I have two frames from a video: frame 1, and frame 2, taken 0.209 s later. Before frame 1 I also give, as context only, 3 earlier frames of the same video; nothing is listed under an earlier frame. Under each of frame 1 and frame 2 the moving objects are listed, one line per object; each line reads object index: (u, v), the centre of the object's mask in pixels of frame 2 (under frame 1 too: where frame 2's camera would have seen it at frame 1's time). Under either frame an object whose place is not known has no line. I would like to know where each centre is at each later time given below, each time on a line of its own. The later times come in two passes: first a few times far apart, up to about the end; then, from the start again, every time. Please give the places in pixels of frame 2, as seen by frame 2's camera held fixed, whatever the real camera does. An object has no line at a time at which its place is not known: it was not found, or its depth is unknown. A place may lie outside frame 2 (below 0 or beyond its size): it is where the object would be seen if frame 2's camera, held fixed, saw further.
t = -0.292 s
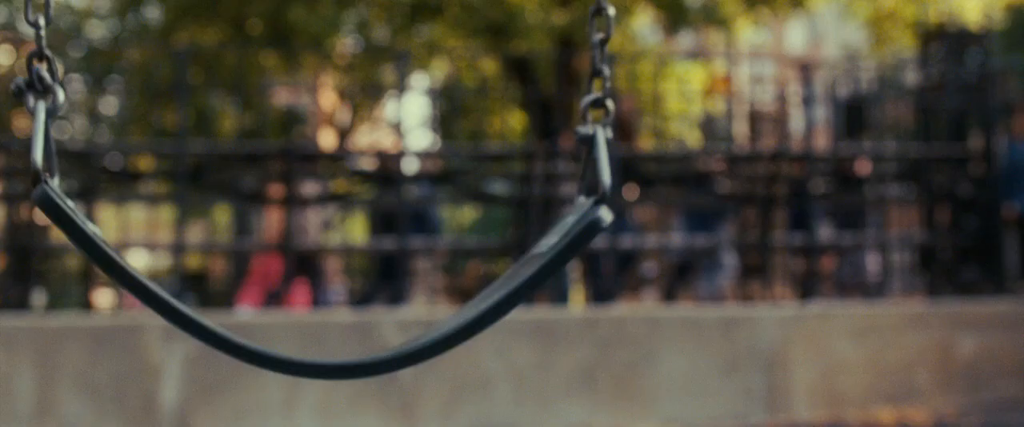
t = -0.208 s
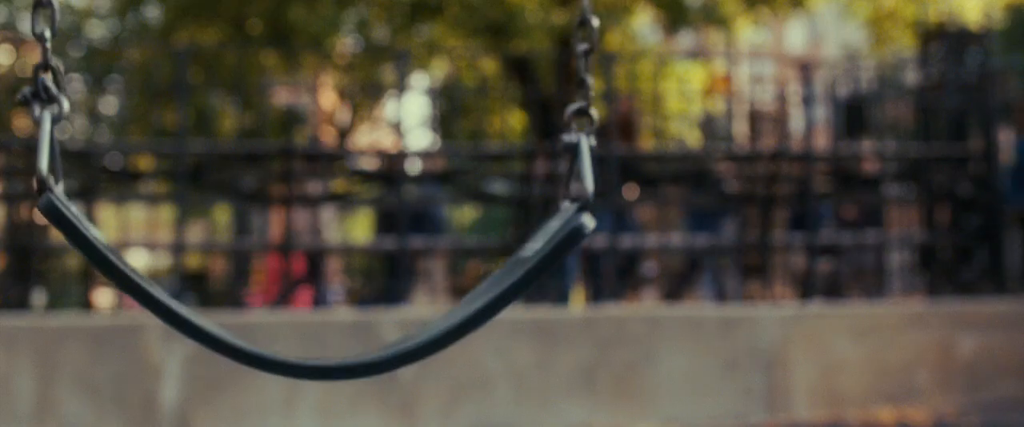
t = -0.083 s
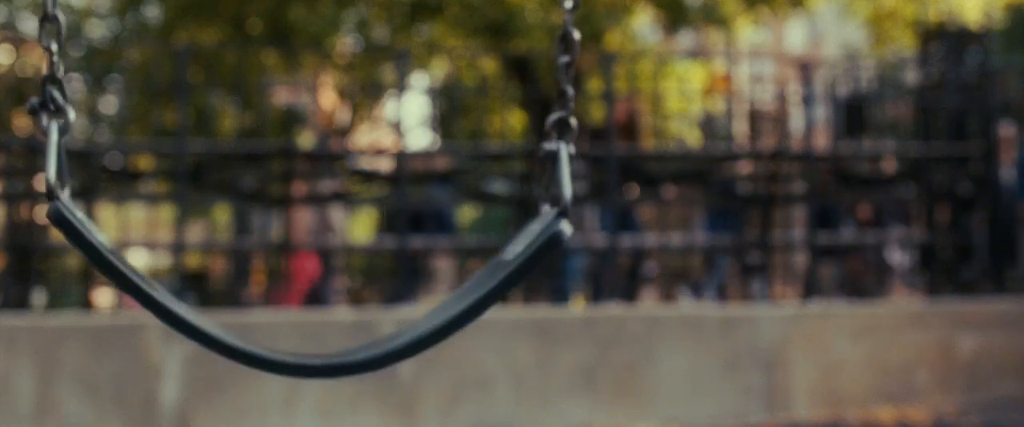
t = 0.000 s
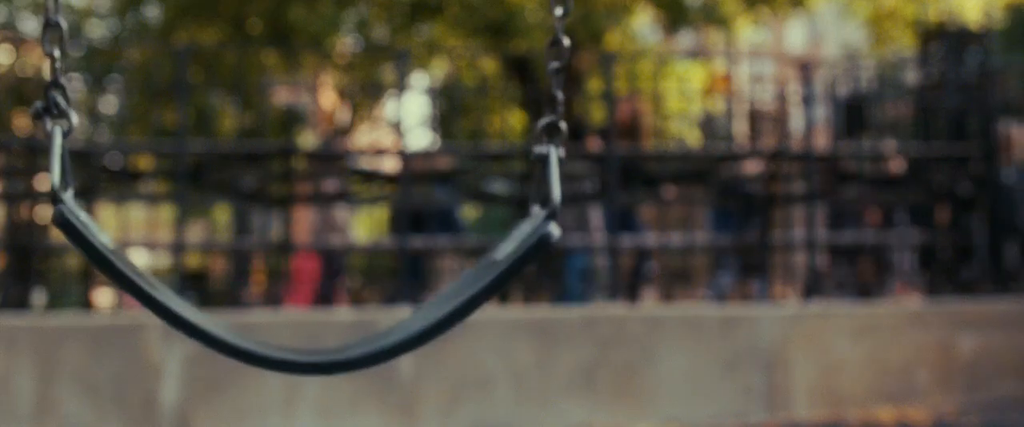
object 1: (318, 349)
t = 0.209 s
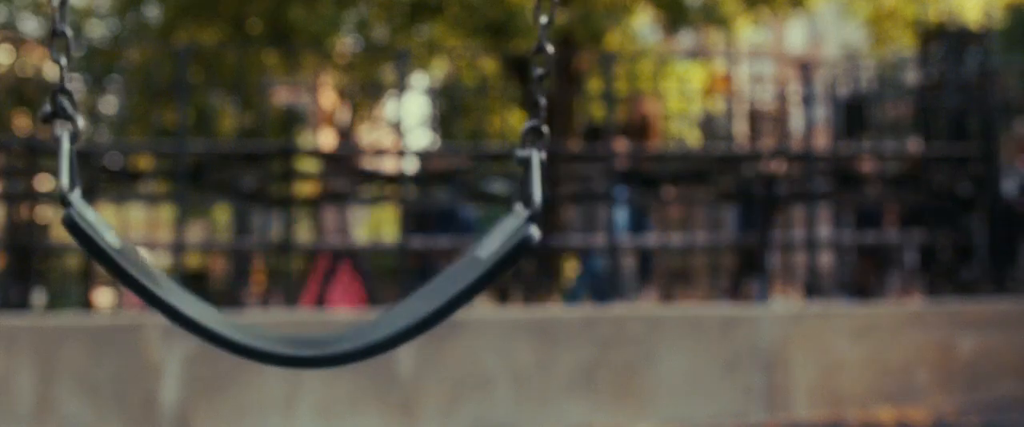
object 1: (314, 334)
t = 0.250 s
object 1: (306, 333)
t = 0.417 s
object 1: (305, 329)
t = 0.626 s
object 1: (308, 338)
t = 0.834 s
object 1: (343, 351)
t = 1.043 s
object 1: (353, 357)
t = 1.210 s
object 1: (340, 350)
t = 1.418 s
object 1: (311, 325)
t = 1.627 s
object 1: (297, 302)
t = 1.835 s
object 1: (299, 320)
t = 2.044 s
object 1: (326, 351)
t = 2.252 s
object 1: (355, 357)
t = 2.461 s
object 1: (332, 353)
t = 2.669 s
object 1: (313, 339)
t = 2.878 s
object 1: (302, 331)
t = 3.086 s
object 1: (320, 337)
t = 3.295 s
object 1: (332, 352)
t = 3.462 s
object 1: (355, 359)
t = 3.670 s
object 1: (361, 353)
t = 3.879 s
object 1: (345, 335)
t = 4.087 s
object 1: (296, 310)
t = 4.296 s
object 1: (302, 320)
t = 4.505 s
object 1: (340, 346)
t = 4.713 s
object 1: (347, 358)
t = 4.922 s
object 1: (327, 355)
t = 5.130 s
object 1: (337, 342)
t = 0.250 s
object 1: (306, 333)
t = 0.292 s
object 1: (300, 331)
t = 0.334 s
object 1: (304, 329)
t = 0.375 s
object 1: (304, 329)
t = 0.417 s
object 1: (305, 329)
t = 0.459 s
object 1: (305, 328)
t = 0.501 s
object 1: (298, 331)
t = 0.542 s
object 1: (306, 333)
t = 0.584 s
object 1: (313, 336)
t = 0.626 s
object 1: (308, 338)
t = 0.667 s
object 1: (313, 341)
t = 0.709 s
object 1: (317, 346)
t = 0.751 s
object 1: (327, 348)
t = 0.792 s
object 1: (325, 352)
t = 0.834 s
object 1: (343, 351)
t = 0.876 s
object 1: (349, 354)
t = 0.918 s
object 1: (342, 357)
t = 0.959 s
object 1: (340, 358)
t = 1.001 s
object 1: (349, 358)
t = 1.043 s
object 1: (353, 357)
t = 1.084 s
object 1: (356, 357)
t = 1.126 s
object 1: (357, 355)
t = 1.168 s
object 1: (347, 354)
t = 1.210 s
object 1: (340, 350)
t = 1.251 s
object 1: (338, 347)
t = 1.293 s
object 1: (328, 342)
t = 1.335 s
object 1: (323, 337)
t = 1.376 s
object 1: (339, 334)
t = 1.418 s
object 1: (311, 325)
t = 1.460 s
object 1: (309, 319)
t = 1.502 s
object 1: (304, 314)
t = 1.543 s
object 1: (303, 308)
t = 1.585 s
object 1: (305, 306)
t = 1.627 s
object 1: (297, 302)
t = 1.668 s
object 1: (304, 304)
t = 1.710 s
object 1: (304, 305)
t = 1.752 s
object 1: (302, 309)
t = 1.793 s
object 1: (294, 311)
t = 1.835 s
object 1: (299, 320)
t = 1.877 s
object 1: (335, 331)
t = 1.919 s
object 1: (340, 336)
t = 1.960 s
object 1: (340, 342)
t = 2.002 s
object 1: (340, 345)
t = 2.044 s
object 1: (326, 351)
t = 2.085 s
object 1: (342, 354)
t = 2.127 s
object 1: (347, 357)
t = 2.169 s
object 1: (348, 358)
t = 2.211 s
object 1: (354, 358)
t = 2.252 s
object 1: (355, 357)
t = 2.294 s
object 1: (356, 356)
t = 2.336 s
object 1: (347, 356)
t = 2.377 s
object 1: (341, 356)
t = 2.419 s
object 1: (343, 354)
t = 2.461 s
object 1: (332, 353)
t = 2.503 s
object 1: (327, 350)
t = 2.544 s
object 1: (324, 349)
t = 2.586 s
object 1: (313, 346)
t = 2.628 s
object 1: (319, 342)
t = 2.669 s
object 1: (313, 339)
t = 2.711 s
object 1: (309, 338)
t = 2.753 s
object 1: (314, 334)
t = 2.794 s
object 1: (307, 334)
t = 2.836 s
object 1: (305, 333)
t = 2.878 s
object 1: (302, 331)
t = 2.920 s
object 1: (310, 333)
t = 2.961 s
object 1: (313, 331)
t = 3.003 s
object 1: (310, 333)
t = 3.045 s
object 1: (312, 334)
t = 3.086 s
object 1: (320, 337)
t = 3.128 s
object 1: (318, 340)
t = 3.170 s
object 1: (317, 343)
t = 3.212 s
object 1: (318, 348)
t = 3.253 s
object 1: (327, 350)
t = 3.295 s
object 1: (332, 352)
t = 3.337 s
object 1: (341, 353)
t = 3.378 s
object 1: (356, 352)
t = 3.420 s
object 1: (349, 359)
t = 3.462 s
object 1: (355, 359)
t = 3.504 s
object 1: (356, 359)
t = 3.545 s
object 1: (368, 358)
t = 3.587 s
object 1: (368, 356)
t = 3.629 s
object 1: (365, 356)
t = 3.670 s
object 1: (361, 353)
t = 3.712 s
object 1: (336, 350)
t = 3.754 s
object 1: (327, 346)
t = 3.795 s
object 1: (321, 342)
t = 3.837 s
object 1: (357, 341)
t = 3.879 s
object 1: (345, 335)
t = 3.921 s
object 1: (340, 331)
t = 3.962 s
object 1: (351, 329)
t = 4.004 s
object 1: (342, 326)
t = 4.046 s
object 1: (296, 314)
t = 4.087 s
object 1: (296, 310)
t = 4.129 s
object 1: (303, 312)
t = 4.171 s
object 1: (303, 313)
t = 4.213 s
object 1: (299, 312)
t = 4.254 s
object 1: (301, 316)
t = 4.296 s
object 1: (302, 320)
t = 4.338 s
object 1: (296, 323)
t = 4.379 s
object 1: (298, 329)
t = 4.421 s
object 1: (337, 339)
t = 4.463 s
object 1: (336, 342)
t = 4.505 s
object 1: (340, 346)
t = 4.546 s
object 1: (327, 351)
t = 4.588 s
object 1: (332, 354)
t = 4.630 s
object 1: (334, 357)
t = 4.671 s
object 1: (348, 357)
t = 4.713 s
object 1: (347, 358)
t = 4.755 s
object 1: (343, 360)
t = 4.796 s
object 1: (345, 358)
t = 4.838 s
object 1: (321, 358)
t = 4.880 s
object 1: (327, 356)
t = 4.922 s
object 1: (327, 355)
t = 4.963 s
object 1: (330, 353)
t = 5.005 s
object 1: (329, 351)
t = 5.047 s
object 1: (329, 350)
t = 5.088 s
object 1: (327, 346)
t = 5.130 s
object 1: (337, 342)
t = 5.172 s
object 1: (319, 342)
